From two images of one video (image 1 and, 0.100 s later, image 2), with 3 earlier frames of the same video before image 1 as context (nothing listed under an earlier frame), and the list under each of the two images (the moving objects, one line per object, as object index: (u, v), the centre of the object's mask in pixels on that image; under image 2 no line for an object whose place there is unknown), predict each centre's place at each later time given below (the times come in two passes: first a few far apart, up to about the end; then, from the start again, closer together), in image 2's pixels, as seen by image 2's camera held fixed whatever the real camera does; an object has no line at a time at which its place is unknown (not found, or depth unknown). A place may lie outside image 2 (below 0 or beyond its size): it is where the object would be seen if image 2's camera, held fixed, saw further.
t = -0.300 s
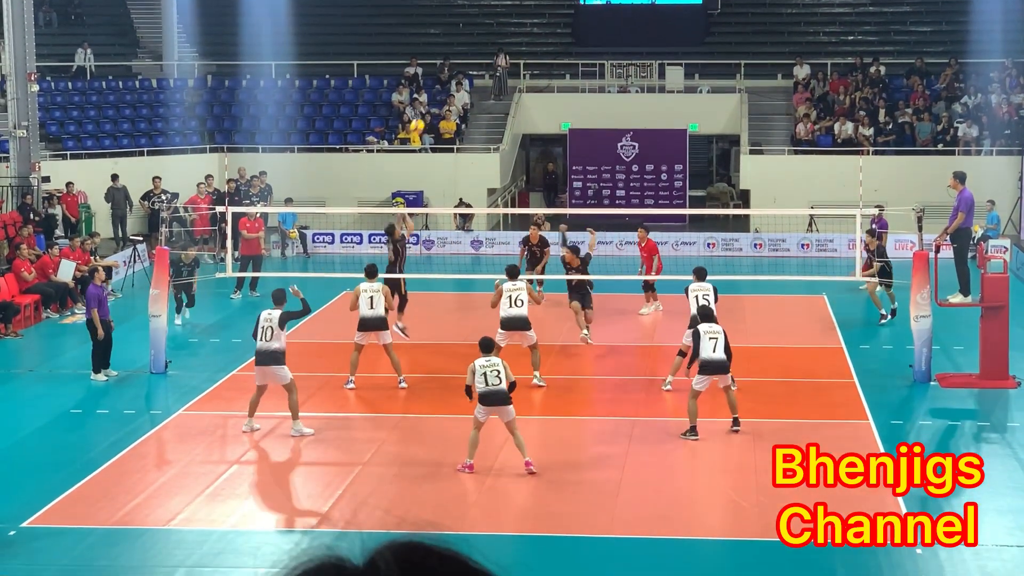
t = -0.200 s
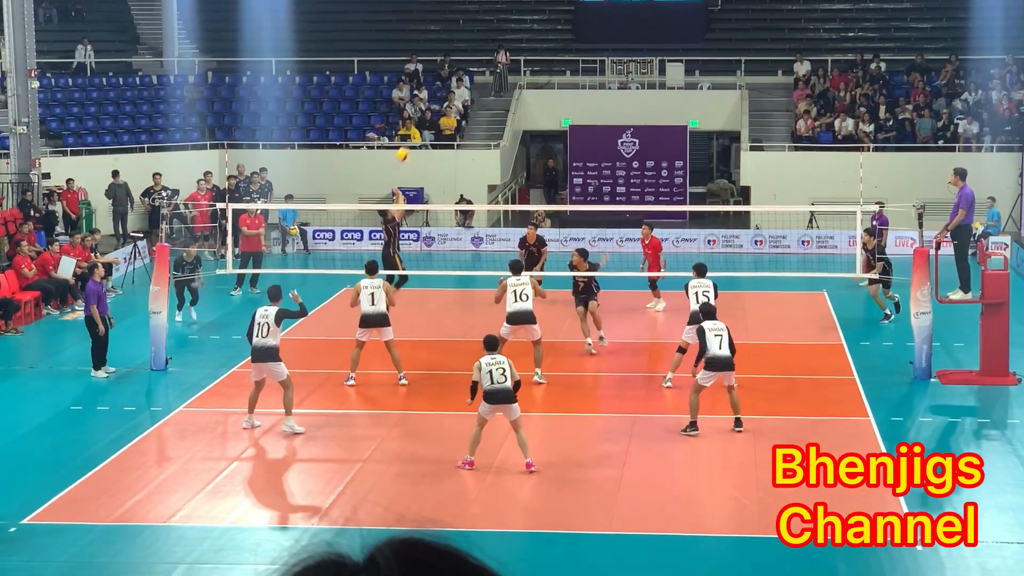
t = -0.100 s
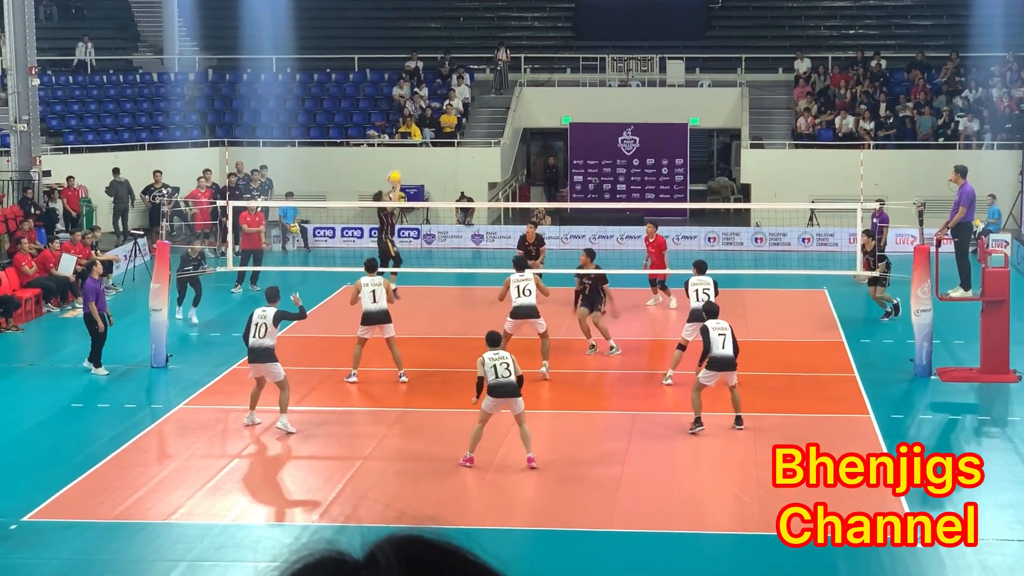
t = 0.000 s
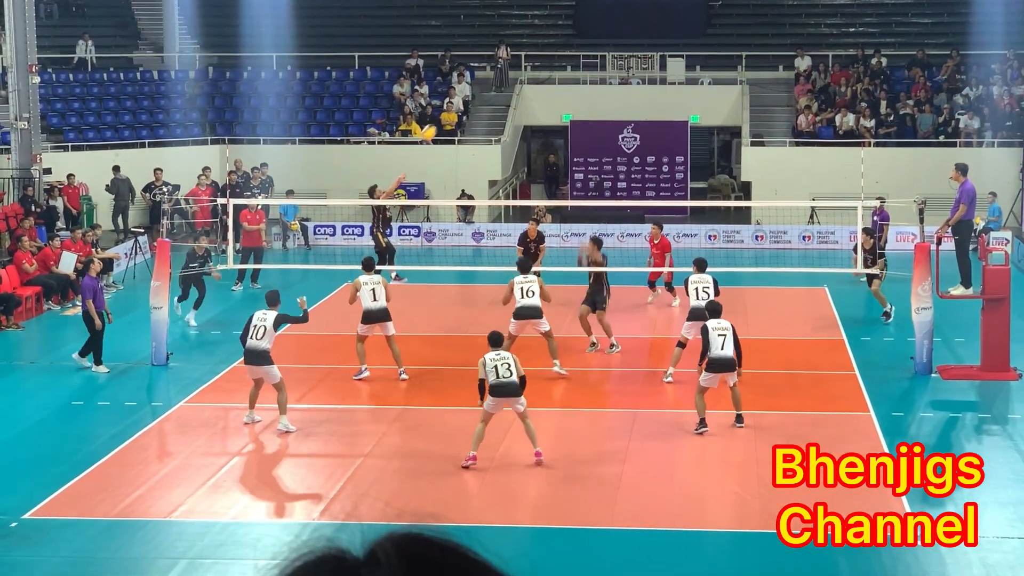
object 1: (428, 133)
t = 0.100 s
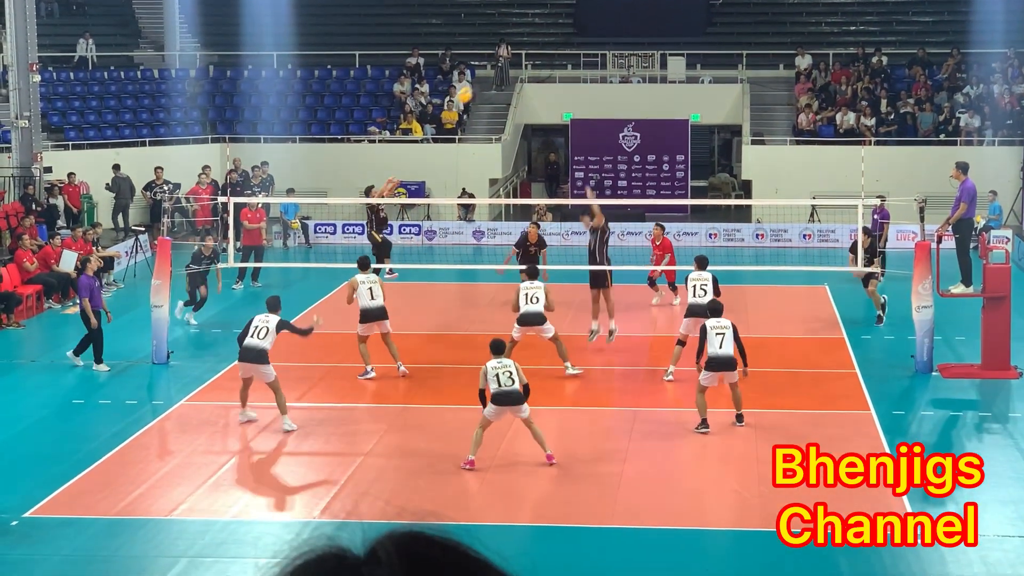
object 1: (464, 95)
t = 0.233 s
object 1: (511, 57)
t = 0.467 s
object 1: (593, 19)
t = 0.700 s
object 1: (672, 17)
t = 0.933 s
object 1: (748, 50)
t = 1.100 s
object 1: (799, 94)
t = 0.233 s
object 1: (511, 57)
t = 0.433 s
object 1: (581, 22)
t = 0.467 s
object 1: (593, 19)
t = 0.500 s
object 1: (604, 17)
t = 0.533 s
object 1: (616, 15)
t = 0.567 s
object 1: (627, 14)
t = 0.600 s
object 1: (638, 13)
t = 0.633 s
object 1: (650, 14)
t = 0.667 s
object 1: (661, 15)
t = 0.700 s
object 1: (672, 17)
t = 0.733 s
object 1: (683, 20)
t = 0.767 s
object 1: (694, 23)
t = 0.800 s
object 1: (705, 27)
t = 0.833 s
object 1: (715, 31)
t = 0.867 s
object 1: (726, 37)
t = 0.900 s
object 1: (737, 43)
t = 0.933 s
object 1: (748, 50)
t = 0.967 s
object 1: (759, 58)
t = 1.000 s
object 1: (769, 65)
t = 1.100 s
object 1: (799, 94)
